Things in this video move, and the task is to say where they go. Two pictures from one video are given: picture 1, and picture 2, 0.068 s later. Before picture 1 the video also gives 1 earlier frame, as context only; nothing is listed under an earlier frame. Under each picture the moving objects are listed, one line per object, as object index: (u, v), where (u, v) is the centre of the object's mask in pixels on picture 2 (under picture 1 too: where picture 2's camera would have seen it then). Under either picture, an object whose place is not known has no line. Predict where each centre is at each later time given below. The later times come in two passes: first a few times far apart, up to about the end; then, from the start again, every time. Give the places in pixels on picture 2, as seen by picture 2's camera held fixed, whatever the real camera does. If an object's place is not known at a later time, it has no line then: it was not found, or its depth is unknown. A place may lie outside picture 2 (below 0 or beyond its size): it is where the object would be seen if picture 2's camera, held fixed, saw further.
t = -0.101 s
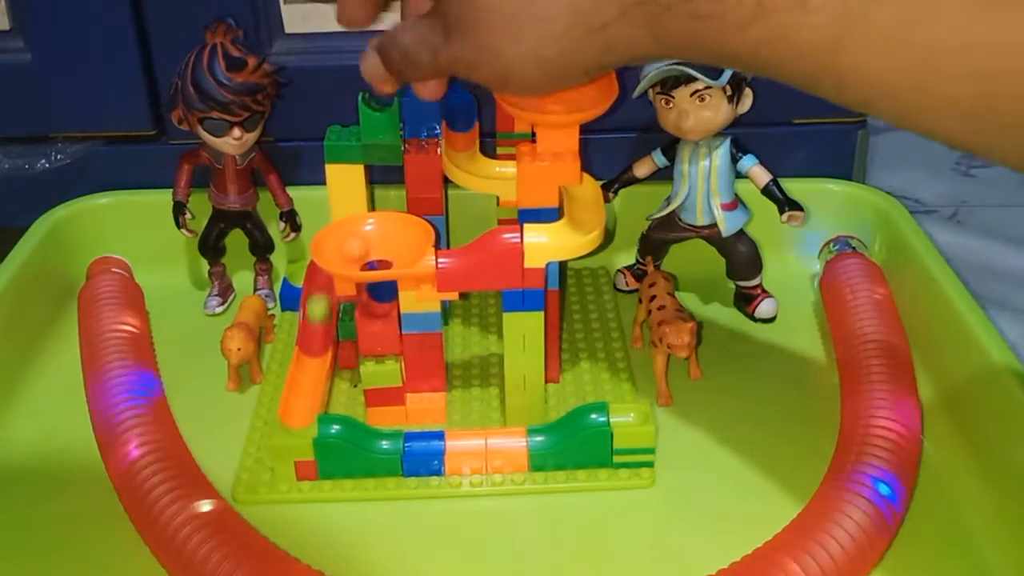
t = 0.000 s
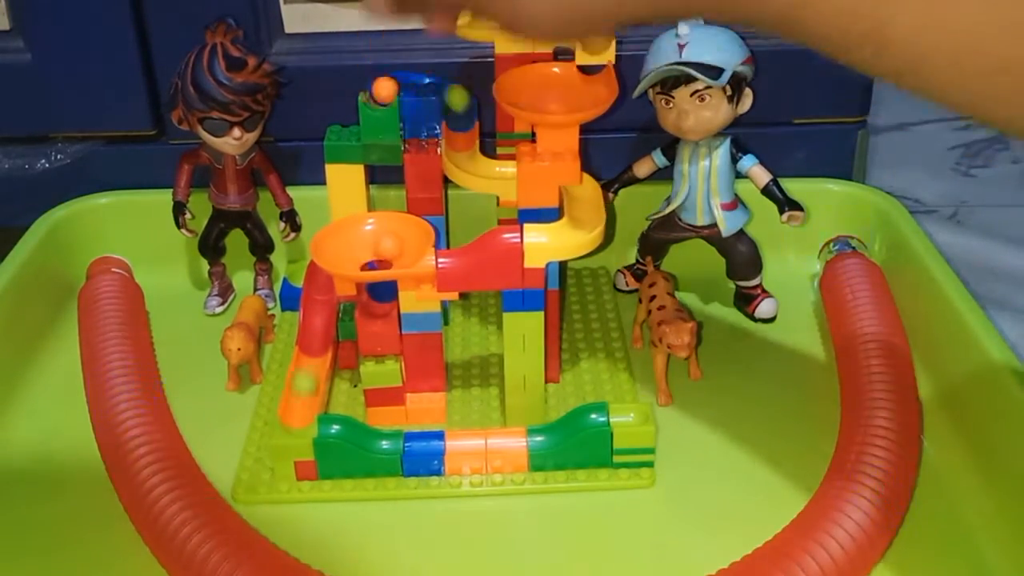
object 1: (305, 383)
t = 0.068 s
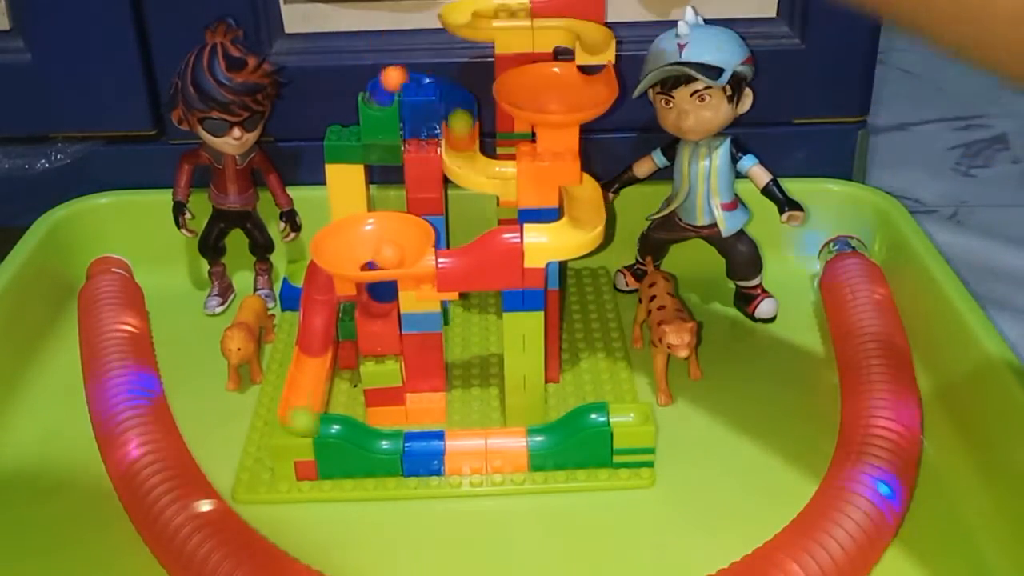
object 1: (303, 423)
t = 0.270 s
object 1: (453, 442)
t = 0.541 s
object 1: (546, 436)
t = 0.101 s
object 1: (326, 422)
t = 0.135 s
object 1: (354, 428)
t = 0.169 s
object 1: (385, 440)
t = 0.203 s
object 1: (411, 441)
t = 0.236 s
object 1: (433, 442)
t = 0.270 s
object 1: (453, 442)
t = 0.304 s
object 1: (474, 440)
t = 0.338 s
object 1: (496, 441)
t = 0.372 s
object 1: (513, 439)
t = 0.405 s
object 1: (530, 437)
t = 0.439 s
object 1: (544, 436)
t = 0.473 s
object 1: (552, 434)
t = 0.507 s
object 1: (553, 434)
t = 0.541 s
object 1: (546, 436)
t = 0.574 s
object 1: (535, 437)
